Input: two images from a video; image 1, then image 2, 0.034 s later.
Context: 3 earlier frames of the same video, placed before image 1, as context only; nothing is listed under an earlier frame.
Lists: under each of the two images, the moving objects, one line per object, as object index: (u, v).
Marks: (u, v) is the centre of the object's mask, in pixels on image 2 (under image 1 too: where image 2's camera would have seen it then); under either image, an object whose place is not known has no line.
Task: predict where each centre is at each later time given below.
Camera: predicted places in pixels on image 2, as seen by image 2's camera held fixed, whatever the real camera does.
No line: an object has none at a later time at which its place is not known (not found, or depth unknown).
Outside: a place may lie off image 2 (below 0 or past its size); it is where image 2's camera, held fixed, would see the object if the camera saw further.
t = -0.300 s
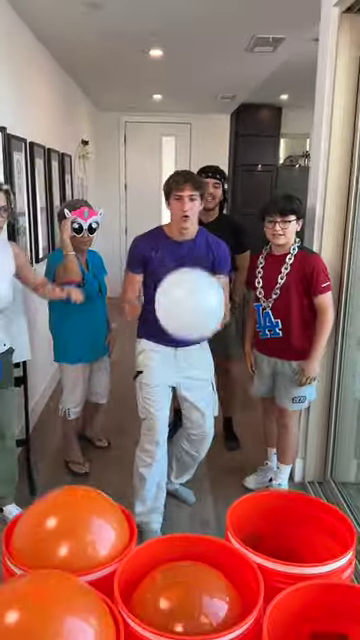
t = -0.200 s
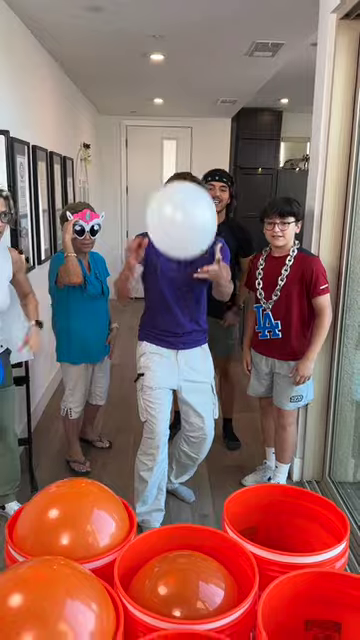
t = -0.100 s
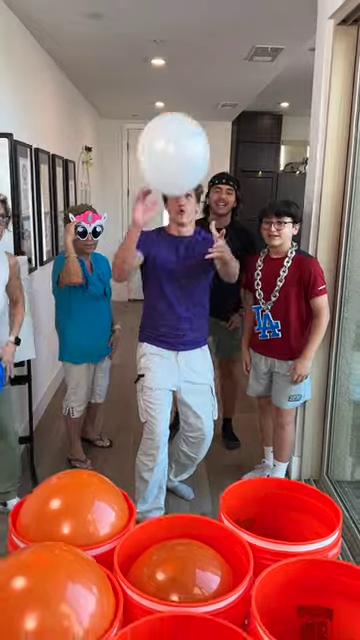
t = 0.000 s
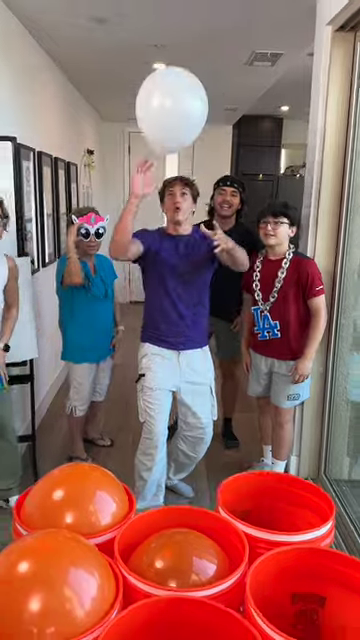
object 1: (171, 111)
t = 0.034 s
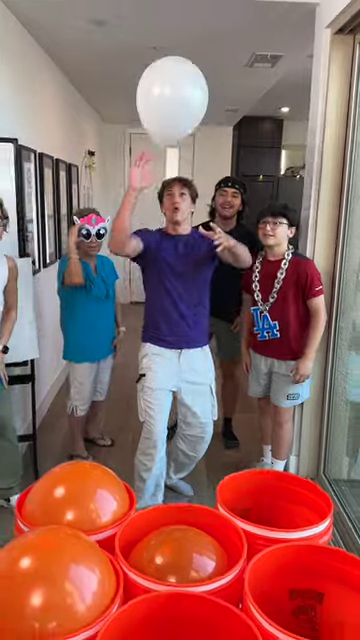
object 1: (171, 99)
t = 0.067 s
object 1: (171, 89)
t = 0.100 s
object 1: (171, 81)
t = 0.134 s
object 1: (171, 75)
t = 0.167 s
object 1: (171, 70)
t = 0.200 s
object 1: (171, 66)
